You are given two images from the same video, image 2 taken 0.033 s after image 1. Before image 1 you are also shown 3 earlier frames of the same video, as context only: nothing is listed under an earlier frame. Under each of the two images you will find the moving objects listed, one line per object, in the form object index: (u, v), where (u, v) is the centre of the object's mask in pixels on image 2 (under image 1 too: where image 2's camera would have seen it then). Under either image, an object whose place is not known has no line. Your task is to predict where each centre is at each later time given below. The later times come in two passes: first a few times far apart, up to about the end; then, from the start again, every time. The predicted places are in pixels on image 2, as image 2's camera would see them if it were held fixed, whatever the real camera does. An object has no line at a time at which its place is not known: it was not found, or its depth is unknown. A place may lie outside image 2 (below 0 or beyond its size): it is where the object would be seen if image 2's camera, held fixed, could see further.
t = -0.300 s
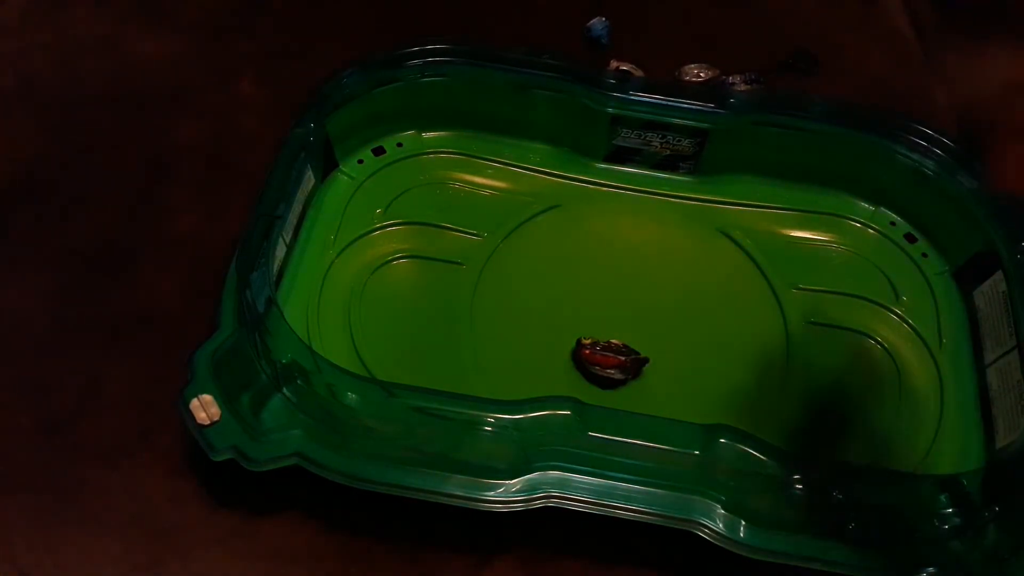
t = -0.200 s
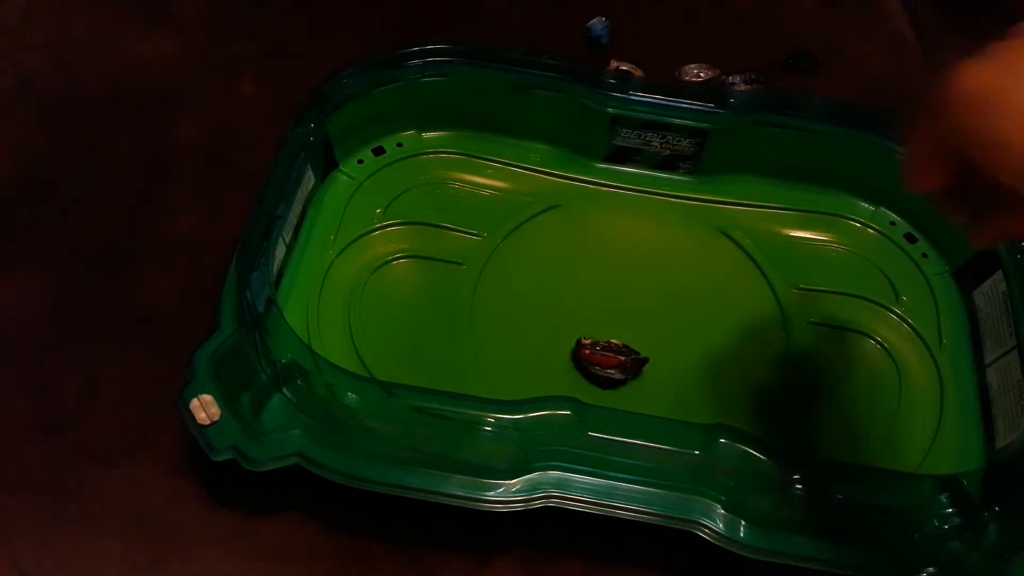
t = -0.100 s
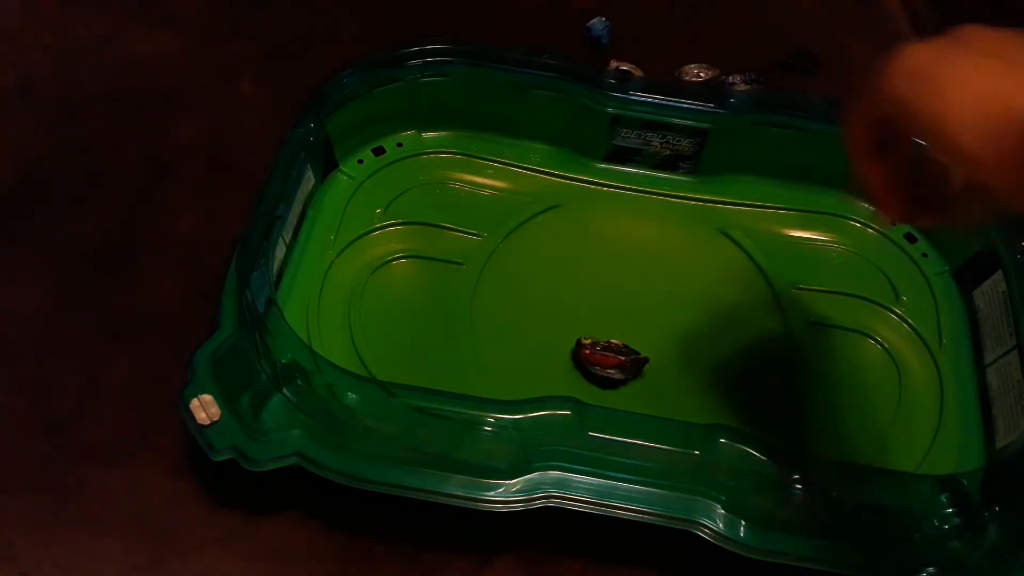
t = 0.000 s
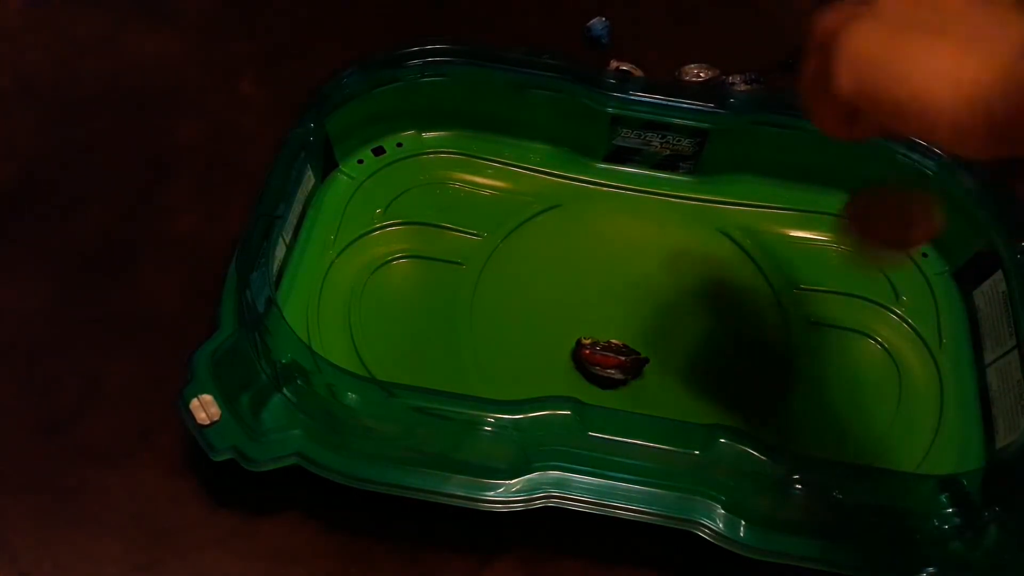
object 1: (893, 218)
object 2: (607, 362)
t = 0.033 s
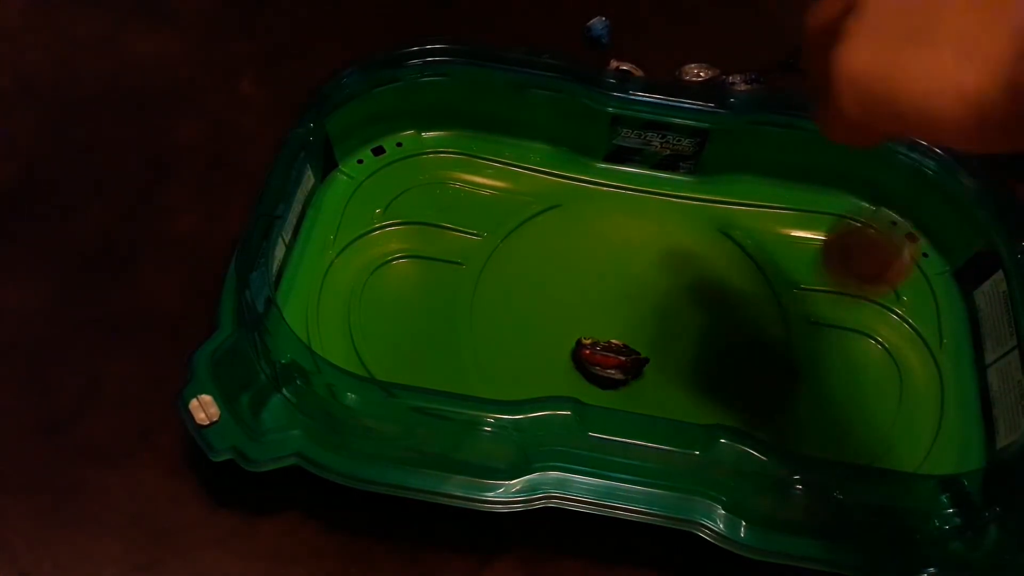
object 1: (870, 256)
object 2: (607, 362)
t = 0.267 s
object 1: (660, 338)
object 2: (602, 366)
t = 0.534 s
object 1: (613, 265)
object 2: (562, 381)
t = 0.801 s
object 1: (595, 298)
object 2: (573, 353)
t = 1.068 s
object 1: (641, 332)
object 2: (576, 356)
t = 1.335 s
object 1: (660, 321)
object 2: (575, 349)
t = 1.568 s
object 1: (648, 328)
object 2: (577, 352)
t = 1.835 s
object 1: (650, 343)
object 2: (577, 352)
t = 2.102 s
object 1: (649, 342)
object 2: (578, 353)
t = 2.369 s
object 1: (641, 345)
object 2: (578, 353)
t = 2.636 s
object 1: (637, 343)
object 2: (578, 354)
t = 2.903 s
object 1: (644, 326)
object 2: (578, 352)
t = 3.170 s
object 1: (642, 311)
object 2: (578, 352)
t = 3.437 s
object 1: (646, 318)
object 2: (578, 352)
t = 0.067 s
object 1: (833, 305)
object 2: (607, 362)
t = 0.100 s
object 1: (803, 354)
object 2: (607, 362)
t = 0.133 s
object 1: (777, 369)
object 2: (607, 362)
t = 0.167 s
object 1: (738, 365)
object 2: (607, 362)
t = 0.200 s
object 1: (704, 360)
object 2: (607, 361)
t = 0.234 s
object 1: (679, 352)
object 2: (606, 361)
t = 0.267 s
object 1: (660, 338)
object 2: (602, 366)
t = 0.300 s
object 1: (649, 323)
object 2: (585, 374)
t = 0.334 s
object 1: (640, 306)
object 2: (573, 377)
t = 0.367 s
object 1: (637, 295)
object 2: (567, 379)
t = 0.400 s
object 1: (631, 283)
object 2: (563, 381)
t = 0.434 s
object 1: (625, 276)
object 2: (560, 384)
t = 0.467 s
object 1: (622, 270)
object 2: (559, 383)
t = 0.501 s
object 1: (617, 267)
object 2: (560, 382)
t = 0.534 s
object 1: (613, 265)
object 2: (562, 381)
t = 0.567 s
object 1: (608, 264)
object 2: (564, 381)
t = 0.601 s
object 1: (605, 266)
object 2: (567, 379)
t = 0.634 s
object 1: (602, 267)
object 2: (571, 377)
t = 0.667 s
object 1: (598, 271)
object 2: (573, 374)
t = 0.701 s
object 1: (596, 275)
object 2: (575, 370)
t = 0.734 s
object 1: (594, 282)
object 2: (575, 363)
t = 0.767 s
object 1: (594, 289)
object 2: (575, 358)
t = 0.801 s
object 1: (595, 298)
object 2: (573, 353)
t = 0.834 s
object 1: (597, 306)
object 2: (571, 349)
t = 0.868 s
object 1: (602, 312)
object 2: (570, 348)
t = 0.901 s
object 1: (607, 316)
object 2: (570, 351)
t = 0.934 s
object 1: (613, 321)
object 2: (572, 354)
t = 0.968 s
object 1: (620, 325)
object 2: (574, 356)
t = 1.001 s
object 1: (628, 329)
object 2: (575, 357)
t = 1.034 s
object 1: (635, 331)
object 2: (576, 356)
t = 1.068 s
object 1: (641, 332)
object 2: (576, 356)
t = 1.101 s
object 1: (648, 332)
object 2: (576, 354)
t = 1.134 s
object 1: (654, 331)
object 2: (576, 353)
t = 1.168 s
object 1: (658, 329)
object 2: (576, 351)
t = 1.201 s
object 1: (661, 328)
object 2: (576, 350)
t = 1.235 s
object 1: (662, 326)
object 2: (575, 349)
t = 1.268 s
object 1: (663, 324)
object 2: (575, 349)
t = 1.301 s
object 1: (662, 322)
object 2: (575, 349)
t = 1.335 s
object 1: (660, 321)
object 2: (575, 349)
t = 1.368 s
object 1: (659, 321)
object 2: (576, 350)
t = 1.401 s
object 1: (658, 320)
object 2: (577, 351)
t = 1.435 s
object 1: (656, 320)
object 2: (577, 353)
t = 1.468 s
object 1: (654, 321)
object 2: (577, 354)
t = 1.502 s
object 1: (652, 323)
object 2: (577, 354)
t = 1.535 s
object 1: (650, 325)
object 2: (577, 354)
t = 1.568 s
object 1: (648, 328)
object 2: (577, 352)
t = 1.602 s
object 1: (646, 331)
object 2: (577, 352)
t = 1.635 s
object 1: (646, 335)
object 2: (577, 351)
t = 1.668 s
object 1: (647, 338)
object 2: (577, 350)
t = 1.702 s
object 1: (647, 341)
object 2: (577, 350)
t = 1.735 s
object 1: (649, 343)
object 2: (577, 351)
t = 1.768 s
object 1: (650, 344)
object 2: (577, 351)
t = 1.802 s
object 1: (651, 344)
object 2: (577, 351)
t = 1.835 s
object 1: (650, 343)
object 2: (577, 352)
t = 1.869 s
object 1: (651, 342)
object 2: (577, 352)
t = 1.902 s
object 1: (651, 342)
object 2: (578, 353)
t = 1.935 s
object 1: (650, 342)
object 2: (578, 353)
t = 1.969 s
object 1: (650, 343)
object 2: (578, 353)
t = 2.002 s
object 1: (649, 343)
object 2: (578, 353)
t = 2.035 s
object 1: (649, 342)
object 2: (578, 353)
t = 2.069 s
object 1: (649, 342)
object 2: (578, 353)
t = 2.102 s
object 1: (649, 342)
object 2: (578, 353)
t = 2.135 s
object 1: (649, 342)
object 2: (578, 353)
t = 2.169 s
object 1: (648, 343)
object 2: (578, 353)
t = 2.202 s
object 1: (648, 344)
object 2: (578, 353)
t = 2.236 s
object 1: (647, 344)
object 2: (578, 353)
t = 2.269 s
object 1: (648, 344)
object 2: (578, 353)
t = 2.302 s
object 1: (645, 344)
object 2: (578, 353)
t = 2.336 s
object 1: (644, 344)
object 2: (578, 353)
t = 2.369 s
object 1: (641, 345)
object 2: (578, 353)
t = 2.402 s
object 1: (640, 347)
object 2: (578, 353)
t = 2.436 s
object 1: (640, 348)
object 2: (578, 354)
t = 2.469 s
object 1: (642, 348)
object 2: (578, 354)
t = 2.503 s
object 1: (643, 347)
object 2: (578, 354)
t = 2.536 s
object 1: (641, 347)
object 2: (579, 354)
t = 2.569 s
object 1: (640, 345)
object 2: (579, 354)
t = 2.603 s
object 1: (638, 344)
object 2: (579, 354)
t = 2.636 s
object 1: (637, 343)
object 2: (578, 354)
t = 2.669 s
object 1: (635, 343)
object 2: (578, 354)
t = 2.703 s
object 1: (635, 340)
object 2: (577, 354)
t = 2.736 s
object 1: (636, 339)
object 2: (577, 353)
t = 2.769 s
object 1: (638, 337)
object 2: (578, 353)
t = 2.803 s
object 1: (639, 335)
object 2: (578, 353)
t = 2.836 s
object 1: (641, 332)
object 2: (578, 352)
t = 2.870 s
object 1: (643, 328)
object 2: (578, 352)
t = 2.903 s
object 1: (644, 326)
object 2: (578, 352)
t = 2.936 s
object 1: (645, 323)
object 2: (578, 352)
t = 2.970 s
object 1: (645, 320)
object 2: (578, 352)
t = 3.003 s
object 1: (644, 318)
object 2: (578, 352)
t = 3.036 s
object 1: (644, 316)
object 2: (578, 352)
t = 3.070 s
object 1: (643, 315)
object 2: (578, 352)
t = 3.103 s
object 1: (643, 313)
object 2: (578, 352)
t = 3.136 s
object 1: (642, 312)
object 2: (578, 352)
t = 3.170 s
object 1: (642, 311)
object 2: (578, 352)
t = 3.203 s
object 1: (642, 311)
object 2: (578, 352)
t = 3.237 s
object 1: (641, 311)
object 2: (578, 352)
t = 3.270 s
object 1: (641, 311)
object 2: (578, 352)
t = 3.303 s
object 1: (642, 312)
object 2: (578, 352)
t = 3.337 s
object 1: (642, 312)
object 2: (578, 352)
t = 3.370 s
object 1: (643, 314)
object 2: (578, 352)
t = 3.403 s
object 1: (644, 315)
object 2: (578, 352)
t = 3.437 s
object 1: (646, 318)
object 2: (578, 352)
